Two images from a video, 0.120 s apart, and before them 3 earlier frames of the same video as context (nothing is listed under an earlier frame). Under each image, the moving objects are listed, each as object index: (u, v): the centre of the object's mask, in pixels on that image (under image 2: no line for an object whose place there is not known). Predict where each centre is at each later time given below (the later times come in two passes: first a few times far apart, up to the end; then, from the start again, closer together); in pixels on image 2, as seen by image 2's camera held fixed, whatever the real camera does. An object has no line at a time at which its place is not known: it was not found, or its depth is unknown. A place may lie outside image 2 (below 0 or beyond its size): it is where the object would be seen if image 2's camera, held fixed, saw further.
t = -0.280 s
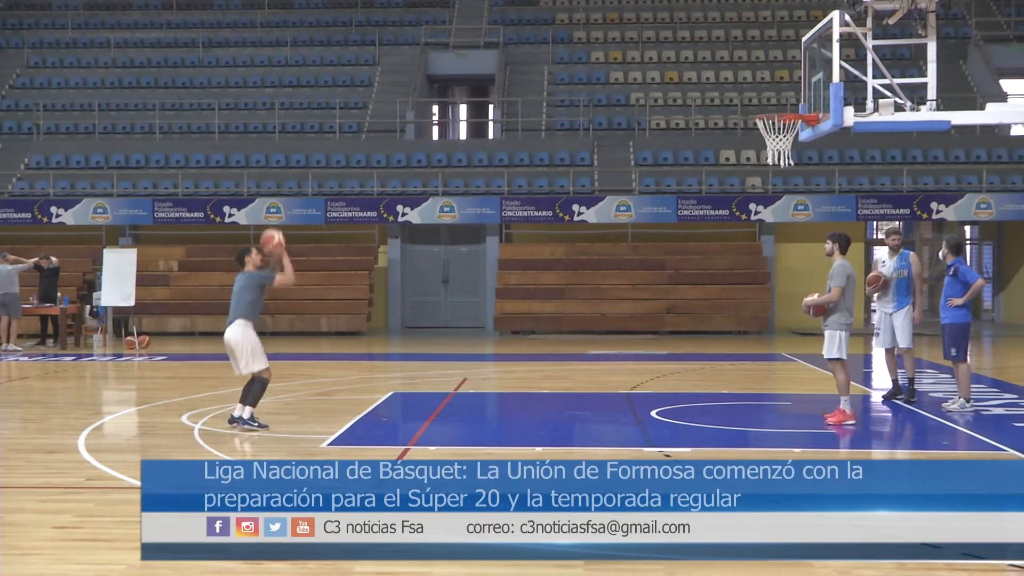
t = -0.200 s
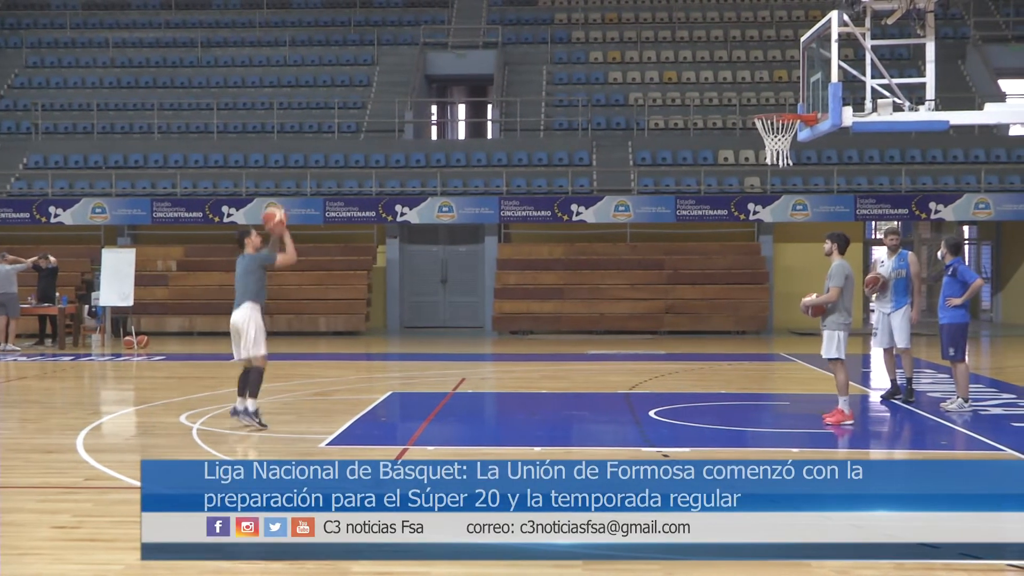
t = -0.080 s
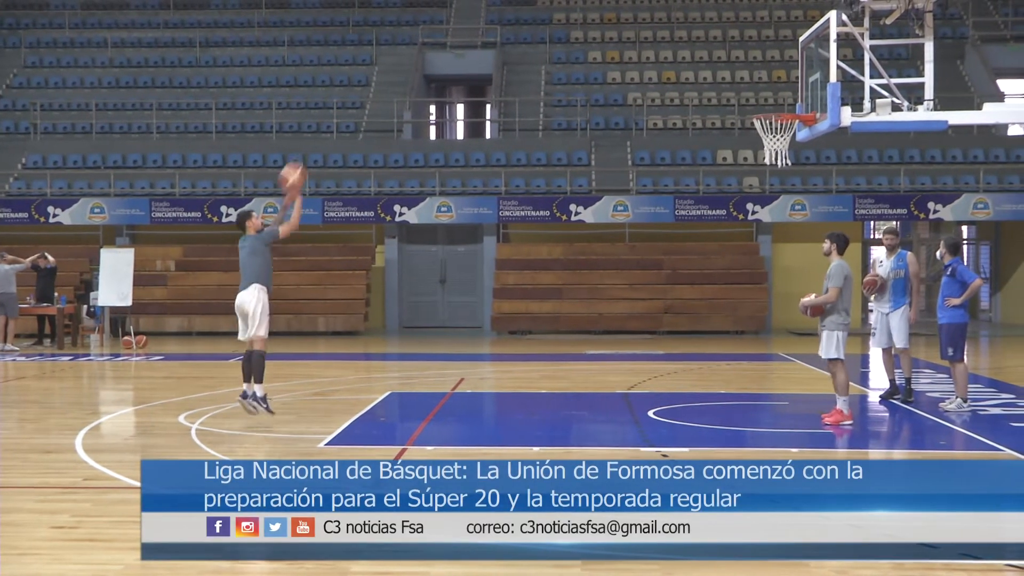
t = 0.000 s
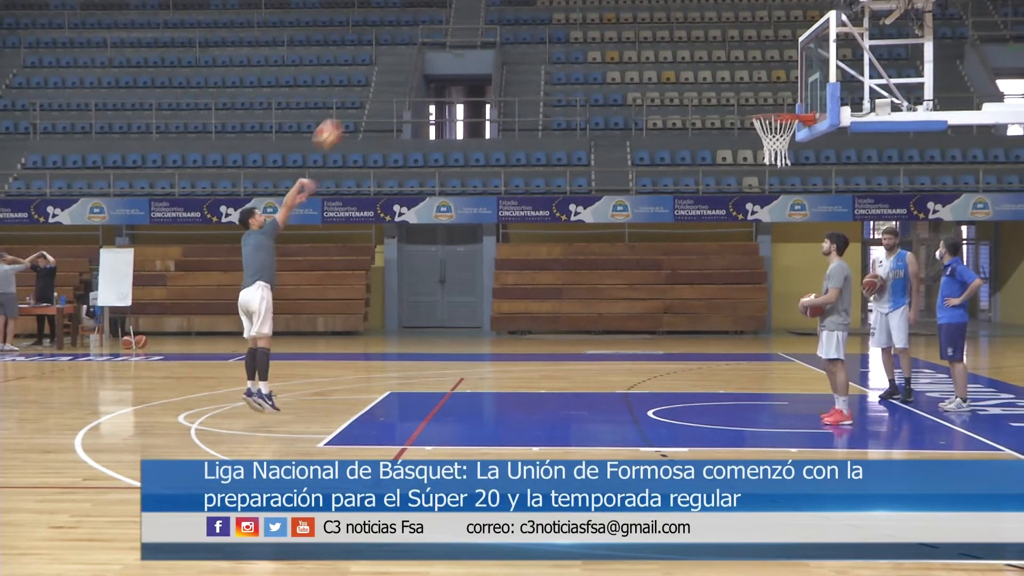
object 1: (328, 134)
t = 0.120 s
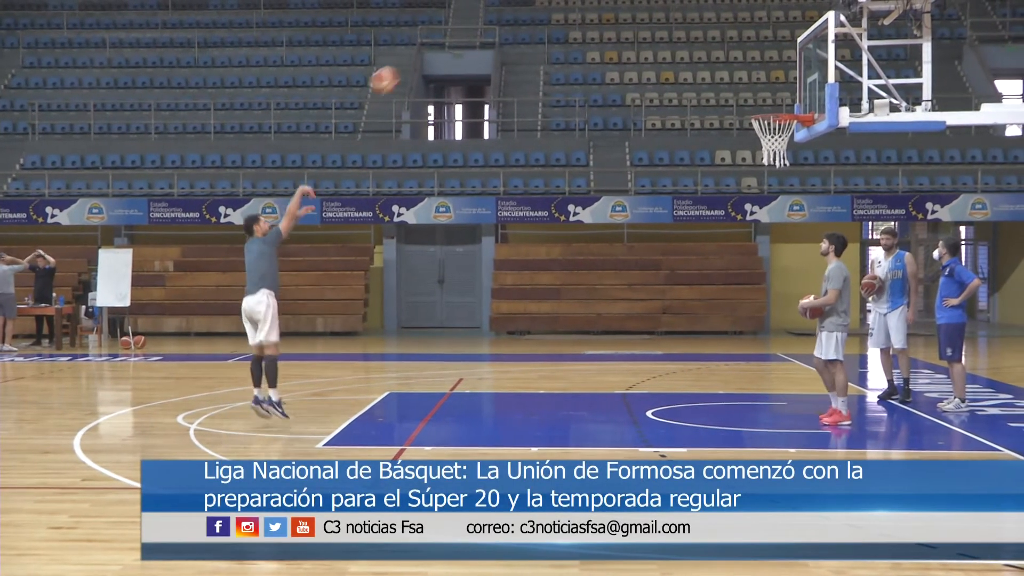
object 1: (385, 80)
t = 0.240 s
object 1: (441, 41)
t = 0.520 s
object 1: (568, 7)
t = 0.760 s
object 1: (673, 38)
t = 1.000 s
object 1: (769, 110)
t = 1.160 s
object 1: (765, 151)
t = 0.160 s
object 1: (404, 65)
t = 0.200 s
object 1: (422, 53)
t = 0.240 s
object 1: (441, 41)
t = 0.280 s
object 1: (460, 32)
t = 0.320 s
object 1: (478, 24)
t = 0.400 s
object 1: (514, 12)
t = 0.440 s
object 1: (532, 10)
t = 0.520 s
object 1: (568, 7)
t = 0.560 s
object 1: (586, 9)
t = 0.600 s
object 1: (604, 11)
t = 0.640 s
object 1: (621, 15)
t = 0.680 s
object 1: (638, 21)
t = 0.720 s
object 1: (657, 29)
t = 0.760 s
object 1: (673, 38)
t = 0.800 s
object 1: (690, 49)
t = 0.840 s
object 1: (706, 60)
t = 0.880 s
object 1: (723, 74)
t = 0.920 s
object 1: (740, 89)
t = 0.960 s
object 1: (757, 104)
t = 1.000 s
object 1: (769, 110)
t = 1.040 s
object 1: (783, 122)
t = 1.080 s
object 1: (780, 126)
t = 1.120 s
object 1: (777, 128)
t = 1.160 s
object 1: (765, 151)
